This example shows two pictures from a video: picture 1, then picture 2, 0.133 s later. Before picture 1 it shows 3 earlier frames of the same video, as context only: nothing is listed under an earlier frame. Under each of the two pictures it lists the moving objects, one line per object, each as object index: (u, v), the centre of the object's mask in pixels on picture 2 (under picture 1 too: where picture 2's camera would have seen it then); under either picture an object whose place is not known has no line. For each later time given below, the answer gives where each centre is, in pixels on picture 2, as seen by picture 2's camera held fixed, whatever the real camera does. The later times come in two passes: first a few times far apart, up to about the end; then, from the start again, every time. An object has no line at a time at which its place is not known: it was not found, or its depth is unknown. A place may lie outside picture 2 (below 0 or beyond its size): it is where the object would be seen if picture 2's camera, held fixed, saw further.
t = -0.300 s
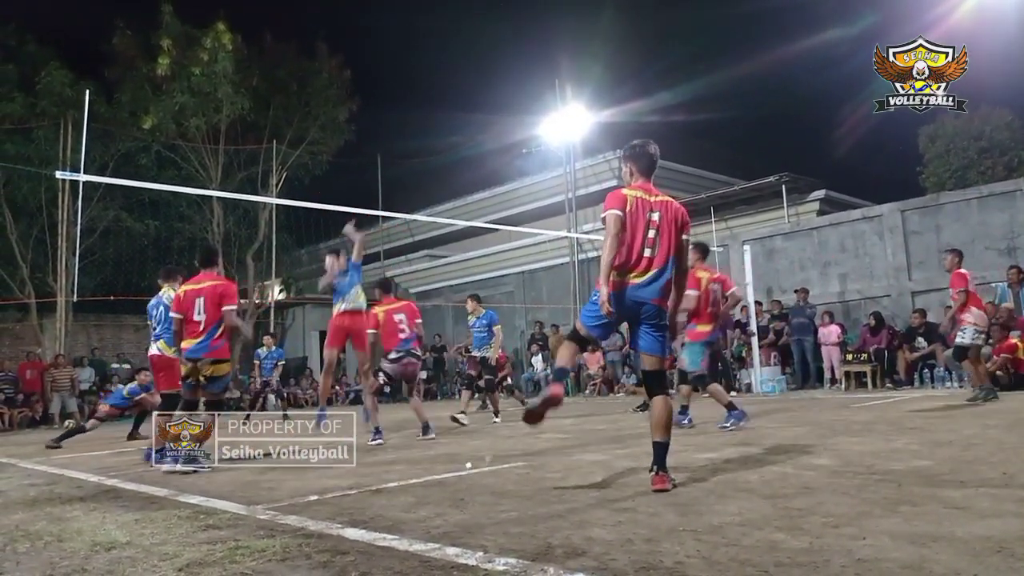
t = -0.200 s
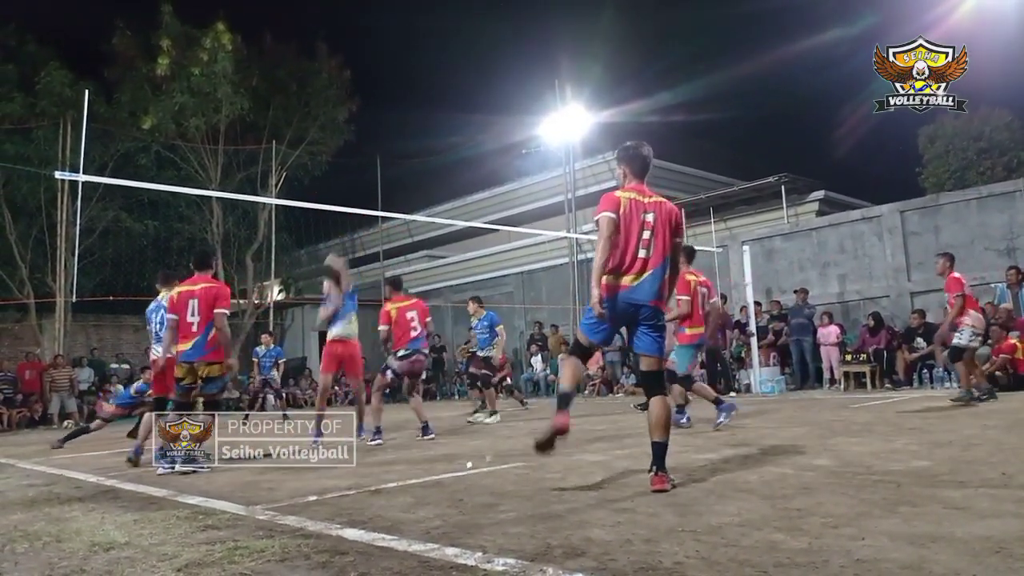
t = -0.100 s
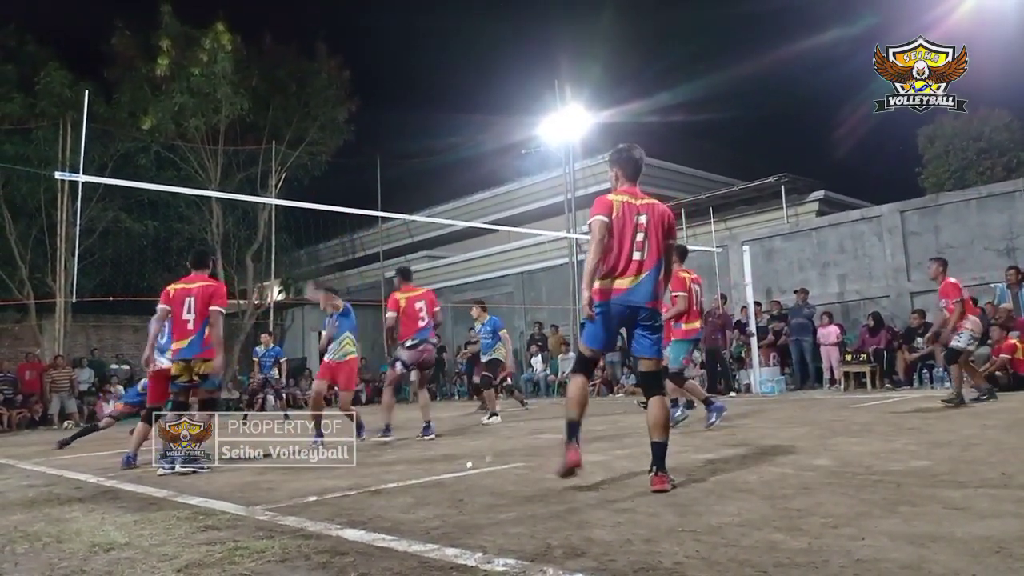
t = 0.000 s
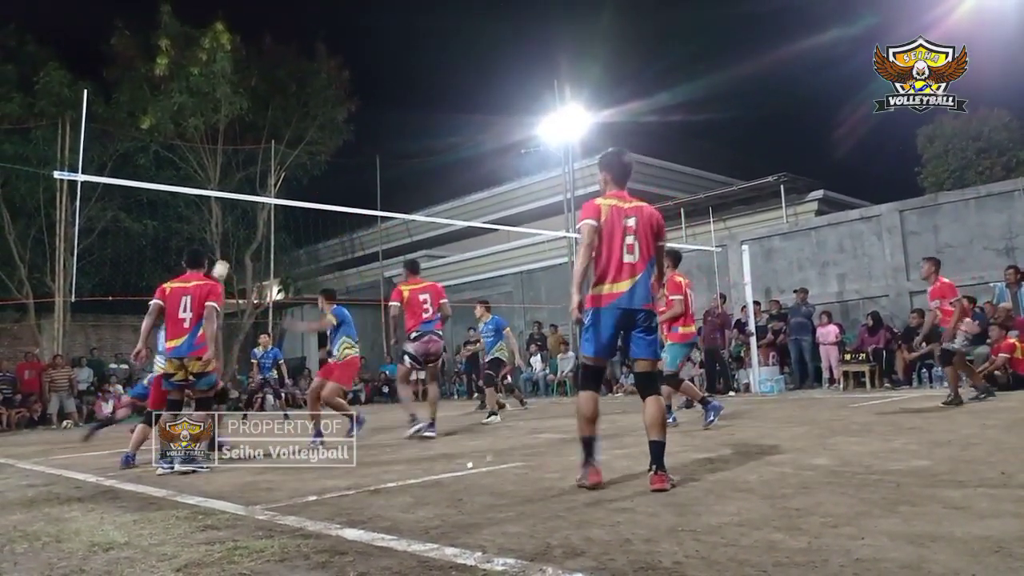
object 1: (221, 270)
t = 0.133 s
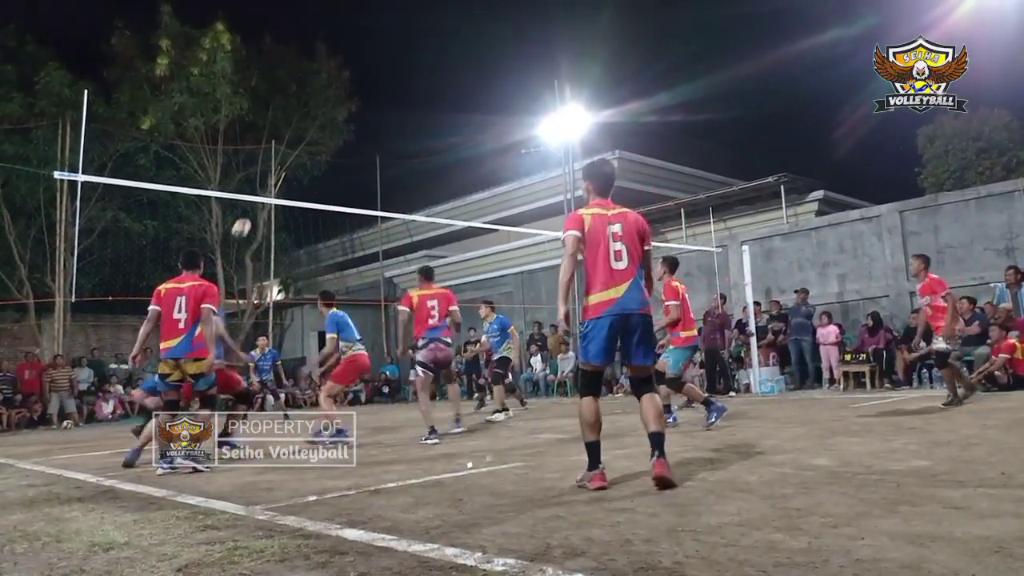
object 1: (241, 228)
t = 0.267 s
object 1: (263, 192)
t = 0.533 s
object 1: (307, 163)
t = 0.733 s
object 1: (345, 173)
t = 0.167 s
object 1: (247, 218)
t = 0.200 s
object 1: (252, 210)
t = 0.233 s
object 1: (257, 202)
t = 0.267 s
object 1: (263, 192)
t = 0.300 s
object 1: (268, 188)
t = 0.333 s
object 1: (273, 182)
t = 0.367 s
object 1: (279, 177)
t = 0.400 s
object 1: (285, 173)
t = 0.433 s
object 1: (290, 170)
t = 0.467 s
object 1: (296, 166)
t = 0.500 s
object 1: (302, 164)
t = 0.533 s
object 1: (307, 163)
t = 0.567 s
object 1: (314, 162)
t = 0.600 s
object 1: (319, 163)
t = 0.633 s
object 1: (326, 164)
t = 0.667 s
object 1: (332, 166)
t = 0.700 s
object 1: (338, 169)
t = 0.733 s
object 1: (345, 173)
